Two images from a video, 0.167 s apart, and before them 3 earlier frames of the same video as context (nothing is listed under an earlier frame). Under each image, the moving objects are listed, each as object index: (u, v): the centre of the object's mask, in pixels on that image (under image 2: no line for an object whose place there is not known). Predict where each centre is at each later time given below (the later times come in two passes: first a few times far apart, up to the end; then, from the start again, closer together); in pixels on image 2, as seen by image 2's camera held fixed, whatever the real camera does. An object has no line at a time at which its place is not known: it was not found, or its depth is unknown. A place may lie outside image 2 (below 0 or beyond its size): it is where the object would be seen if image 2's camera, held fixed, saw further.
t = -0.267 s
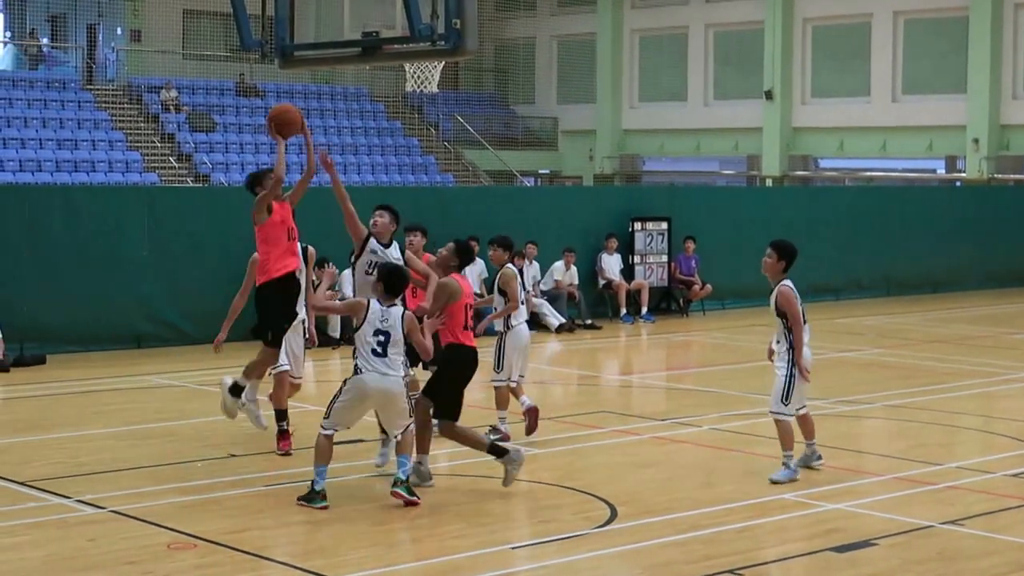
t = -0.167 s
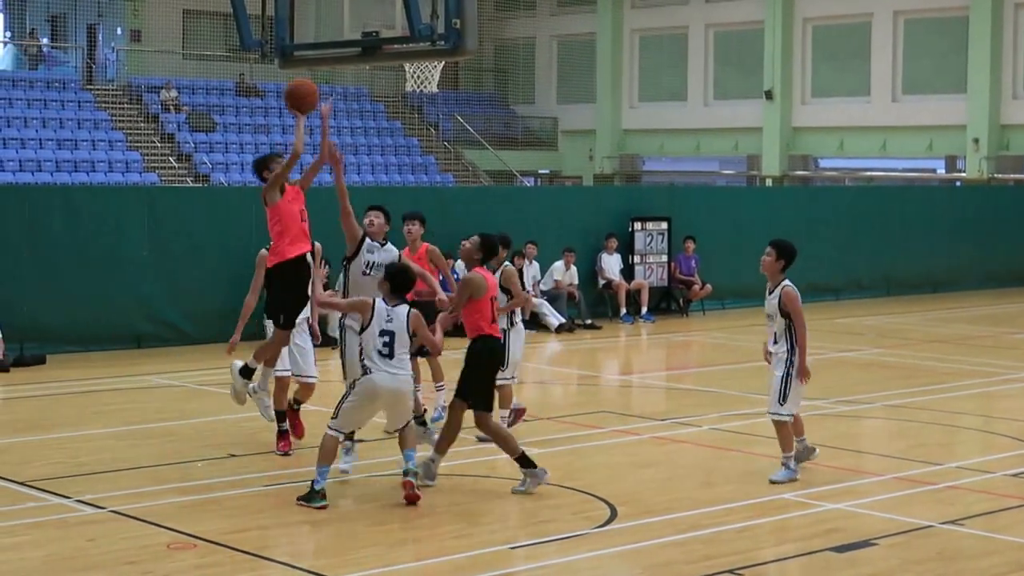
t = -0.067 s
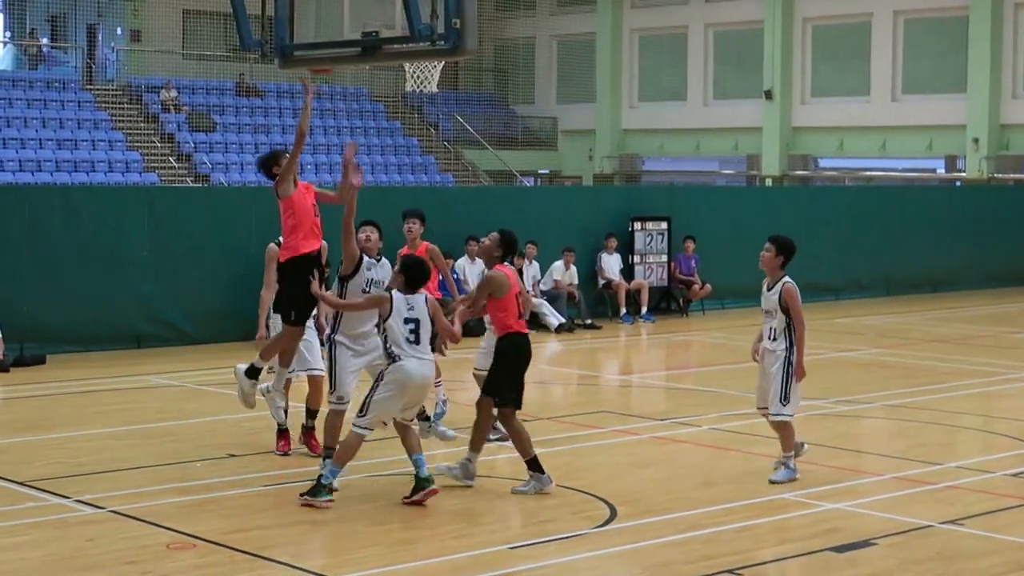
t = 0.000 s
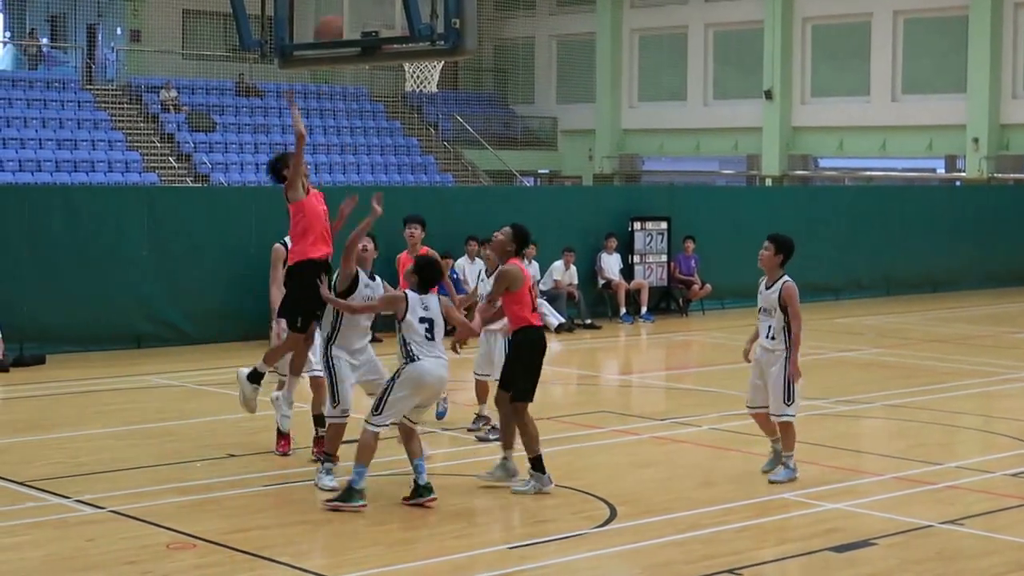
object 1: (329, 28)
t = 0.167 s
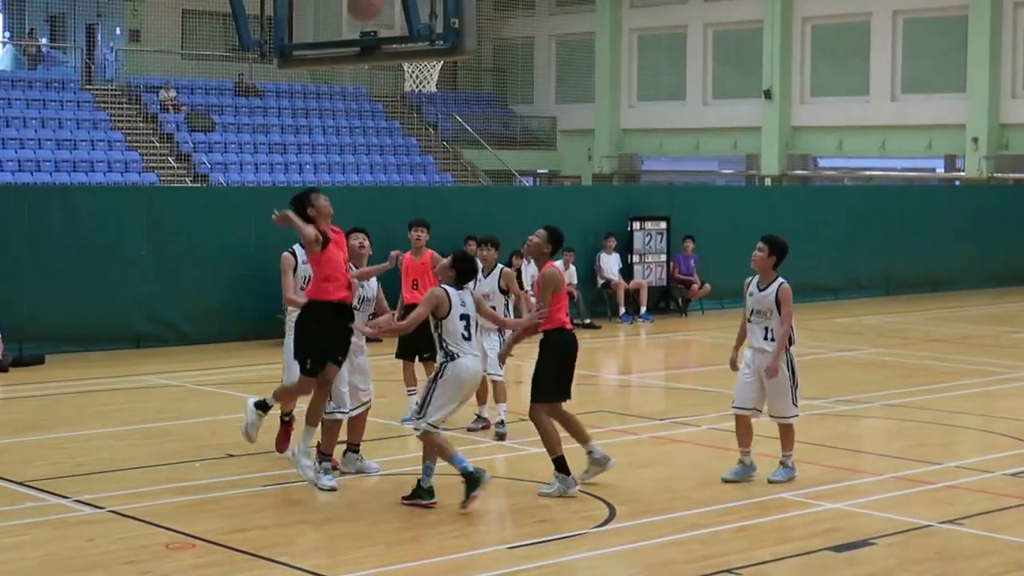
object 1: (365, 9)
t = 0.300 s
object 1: (386, 12)
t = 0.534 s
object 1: (437, 78)
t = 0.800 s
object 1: (427, 109)
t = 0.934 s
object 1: (420, 171)
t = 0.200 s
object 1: (371, 9)
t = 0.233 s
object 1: (377, 9)
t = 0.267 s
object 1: (382, 11)
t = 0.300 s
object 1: (386, 12)
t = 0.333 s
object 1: (388, 13)
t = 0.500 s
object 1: (434, 70)
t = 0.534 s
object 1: (437, 78)
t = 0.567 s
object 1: (436, 76)
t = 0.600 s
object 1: (437, 75)
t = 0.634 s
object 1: (437, 76)
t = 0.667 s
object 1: (436, 78)
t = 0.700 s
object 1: (434, 83)
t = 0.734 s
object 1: (431, 91)
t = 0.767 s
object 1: (428, 99)
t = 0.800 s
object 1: (427, 109)
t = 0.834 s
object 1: (425, 123)
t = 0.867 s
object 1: (424, 137)
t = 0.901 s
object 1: (422, 154)
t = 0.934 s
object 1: (420, 171)
